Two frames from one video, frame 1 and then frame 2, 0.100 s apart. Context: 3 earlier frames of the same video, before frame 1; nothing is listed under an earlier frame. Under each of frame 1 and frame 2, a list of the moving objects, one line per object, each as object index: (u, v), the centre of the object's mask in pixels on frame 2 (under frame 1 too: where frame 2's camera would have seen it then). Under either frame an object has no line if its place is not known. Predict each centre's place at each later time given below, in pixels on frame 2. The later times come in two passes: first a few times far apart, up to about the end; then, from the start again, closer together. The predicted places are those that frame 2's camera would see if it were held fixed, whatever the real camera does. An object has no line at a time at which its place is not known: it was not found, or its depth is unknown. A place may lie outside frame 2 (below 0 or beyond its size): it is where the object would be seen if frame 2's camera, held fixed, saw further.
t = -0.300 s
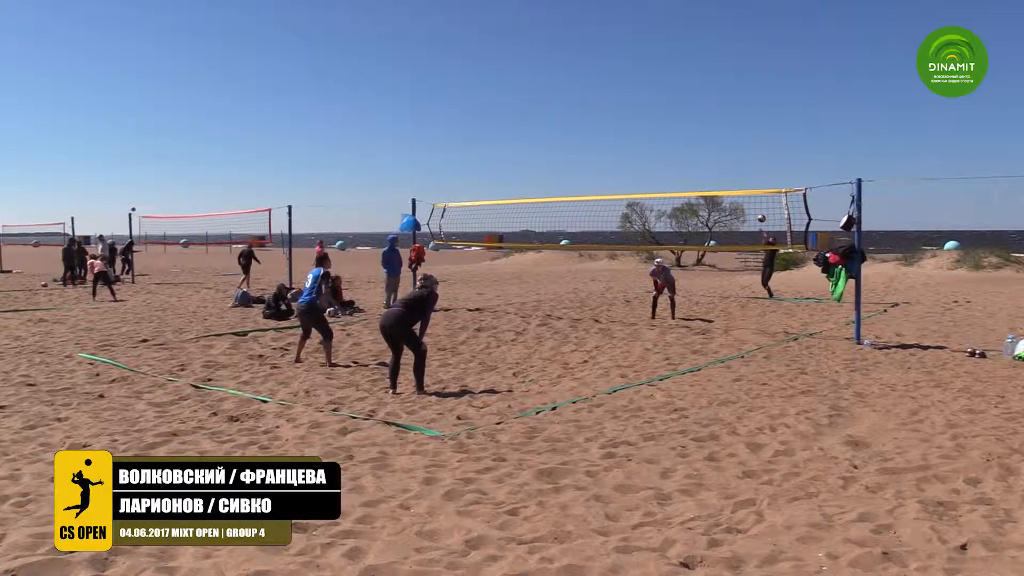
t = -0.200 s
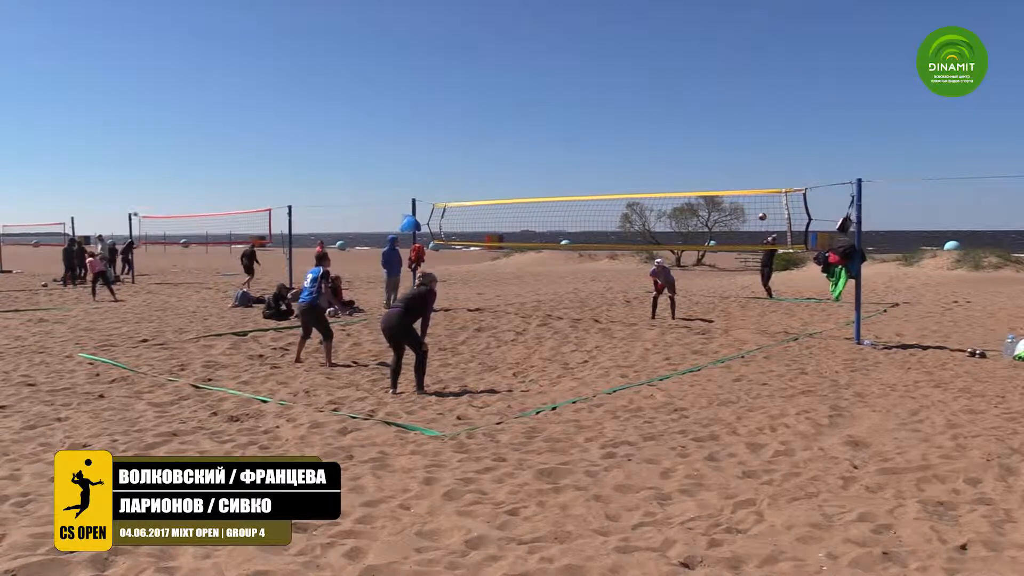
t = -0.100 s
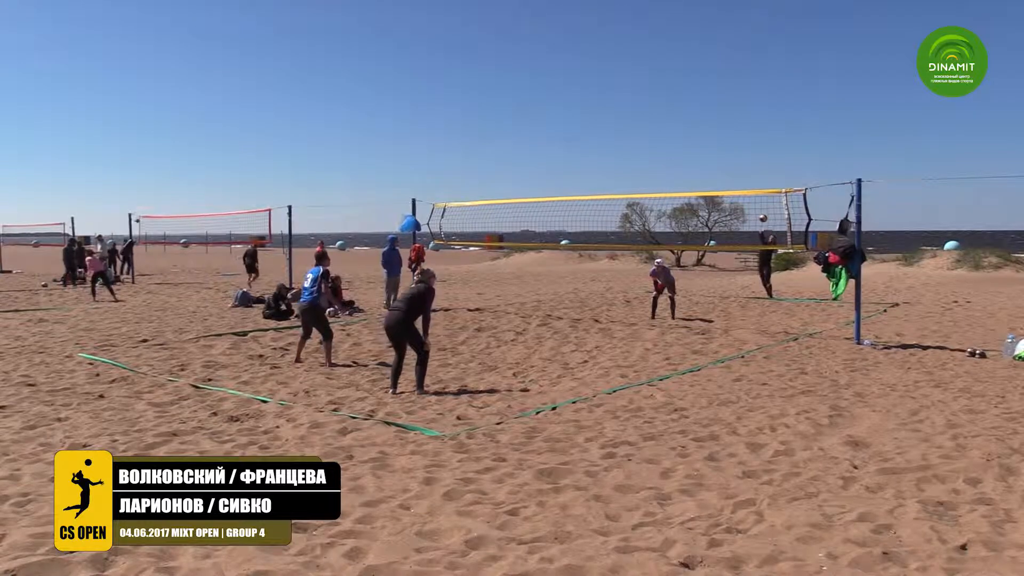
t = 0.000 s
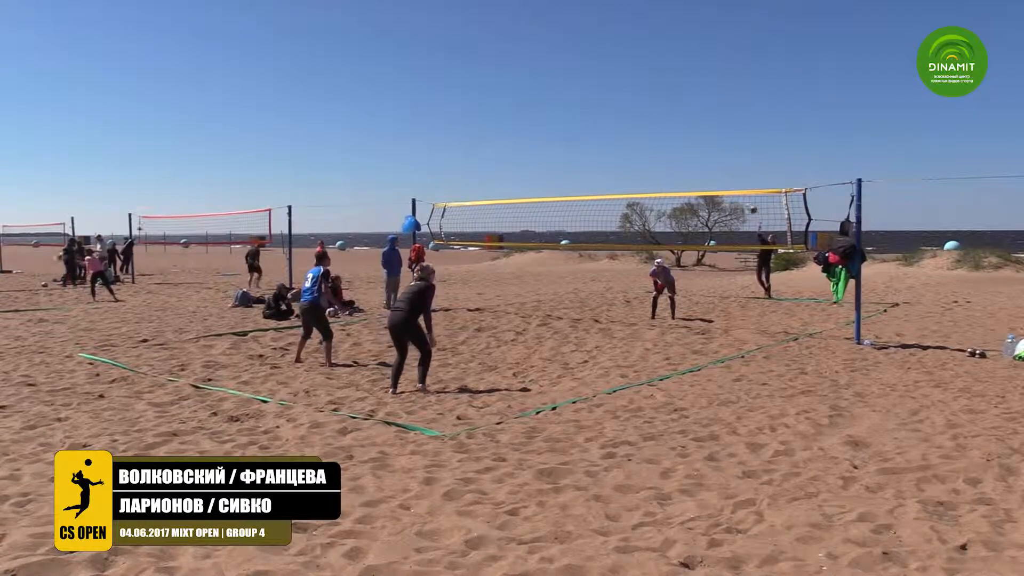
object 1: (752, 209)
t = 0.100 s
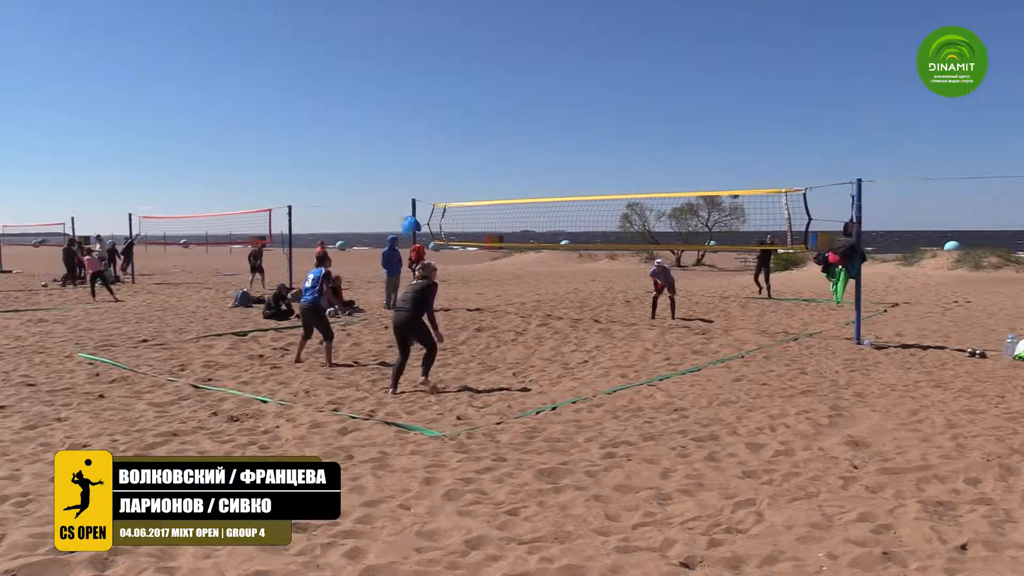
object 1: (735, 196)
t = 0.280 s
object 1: (696, 174)
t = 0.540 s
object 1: (624, 165)
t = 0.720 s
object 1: (556, 180)
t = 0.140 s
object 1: (727, 188)
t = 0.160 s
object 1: (723, 186)
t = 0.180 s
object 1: (718, 184)
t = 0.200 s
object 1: (714, 182)
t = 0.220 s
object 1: (709, 180)
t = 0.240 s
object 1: (705, 177)
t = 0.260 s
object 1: (700, 176)
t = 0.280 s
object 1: (696, 174)
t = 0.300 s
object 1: (691, 173)
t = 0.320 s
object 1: (686, 171)
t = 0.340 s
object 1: (681, 169)
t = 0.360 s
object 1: (676, 168)
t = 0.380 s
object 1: (671, 167)
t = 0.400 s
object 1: (666, 166)
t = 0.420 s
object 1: (660, 165)
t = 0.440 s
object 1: (654, 165)
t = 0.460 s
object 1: (648, 164)
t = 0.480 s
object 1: (643, 164)
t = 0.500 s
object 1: (636, 164)
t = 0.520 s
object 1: (629, 164)
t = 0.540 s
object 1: (624, 165)
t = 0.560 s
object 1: (616, 165)
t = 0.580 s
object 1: (610, 167)
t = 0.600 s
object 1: (603, 167)
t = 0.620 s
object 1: (595, 169)
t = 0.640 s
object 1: (588, 171)
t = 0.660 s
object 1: (580, 172)
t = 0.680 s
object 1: (572, 175)
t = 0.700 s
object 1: (564, 177)
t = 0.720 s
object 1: (556, 180)
